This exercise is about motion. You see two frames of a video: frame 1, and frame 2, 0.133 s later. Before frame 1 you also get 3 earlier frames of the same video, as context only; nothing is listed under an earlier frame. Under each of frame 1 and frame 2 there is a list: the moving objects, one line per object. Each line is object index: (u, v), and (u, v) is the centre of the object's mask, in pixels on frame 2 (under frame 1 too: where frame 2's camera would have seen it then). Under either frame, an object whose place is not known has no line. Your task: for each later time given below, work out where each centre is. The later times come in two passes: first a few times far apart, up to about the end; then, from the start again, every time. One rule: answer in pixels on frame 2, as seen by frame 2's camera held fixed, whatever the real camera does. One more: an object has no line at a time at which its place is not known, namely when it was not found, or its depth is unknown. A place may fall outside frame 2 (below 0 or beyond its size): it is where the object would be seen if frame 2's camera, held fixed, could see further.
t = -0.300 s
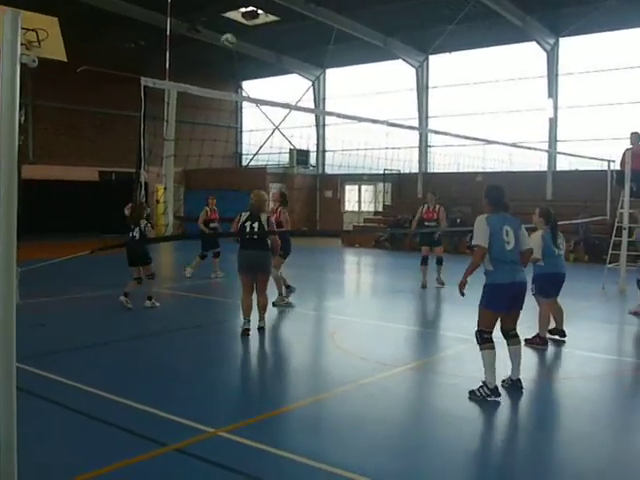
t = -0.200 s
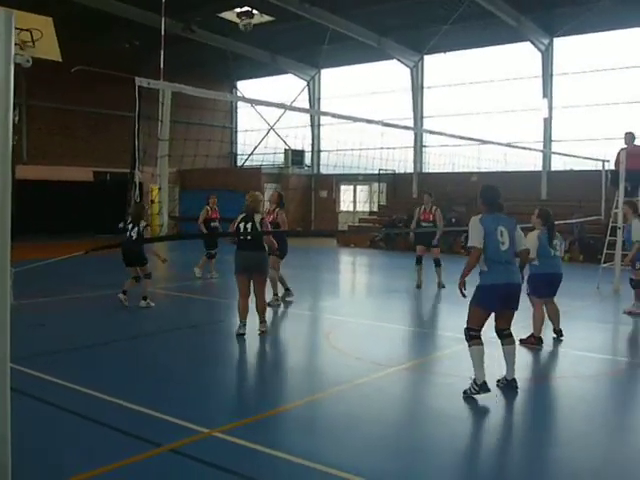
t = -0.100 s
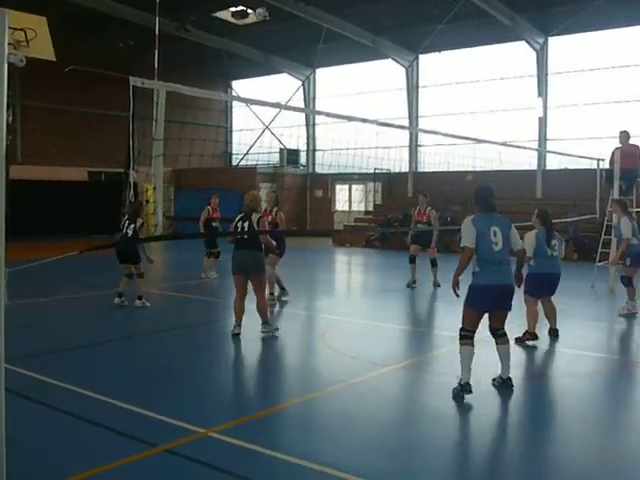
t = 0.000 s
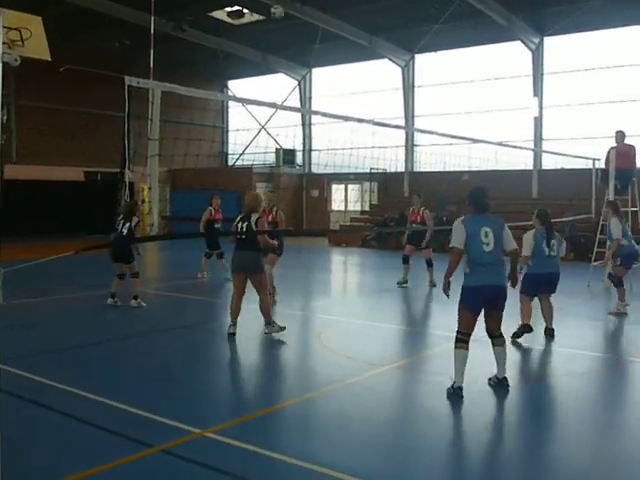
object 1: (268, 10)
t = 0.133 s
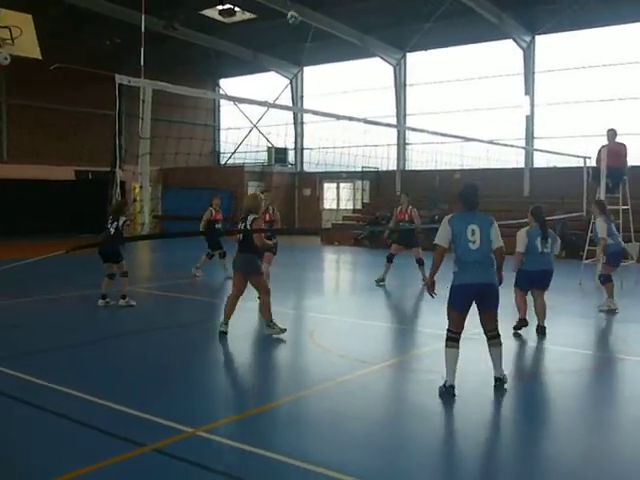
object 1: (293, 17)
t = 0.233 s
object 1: (310, 28)
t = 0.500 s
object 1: (351, 86)
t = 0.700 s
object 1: (376, 148)
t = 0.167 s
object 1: (299, 21)
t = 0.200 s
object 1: (304, 23)
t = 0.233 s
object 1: (310, 28)
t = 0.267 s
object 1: (316, 33)
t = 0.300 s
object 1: (321, 39)
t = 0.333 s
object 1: (326, 46)
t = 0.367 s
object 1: (332, 51)
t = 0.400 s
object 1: (336, 60)
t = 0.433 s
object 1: (341, 68)
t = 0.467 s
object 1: (346, 77)
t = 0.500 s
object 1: (351, 86)
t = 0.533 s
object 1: (355, 95)
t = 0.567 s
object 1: (360, 105)
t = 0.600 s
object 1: (364, 115)
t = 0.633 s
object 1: (368, 125)
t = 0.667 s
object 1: (373, 137)
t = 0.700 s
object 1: (376, 148)
